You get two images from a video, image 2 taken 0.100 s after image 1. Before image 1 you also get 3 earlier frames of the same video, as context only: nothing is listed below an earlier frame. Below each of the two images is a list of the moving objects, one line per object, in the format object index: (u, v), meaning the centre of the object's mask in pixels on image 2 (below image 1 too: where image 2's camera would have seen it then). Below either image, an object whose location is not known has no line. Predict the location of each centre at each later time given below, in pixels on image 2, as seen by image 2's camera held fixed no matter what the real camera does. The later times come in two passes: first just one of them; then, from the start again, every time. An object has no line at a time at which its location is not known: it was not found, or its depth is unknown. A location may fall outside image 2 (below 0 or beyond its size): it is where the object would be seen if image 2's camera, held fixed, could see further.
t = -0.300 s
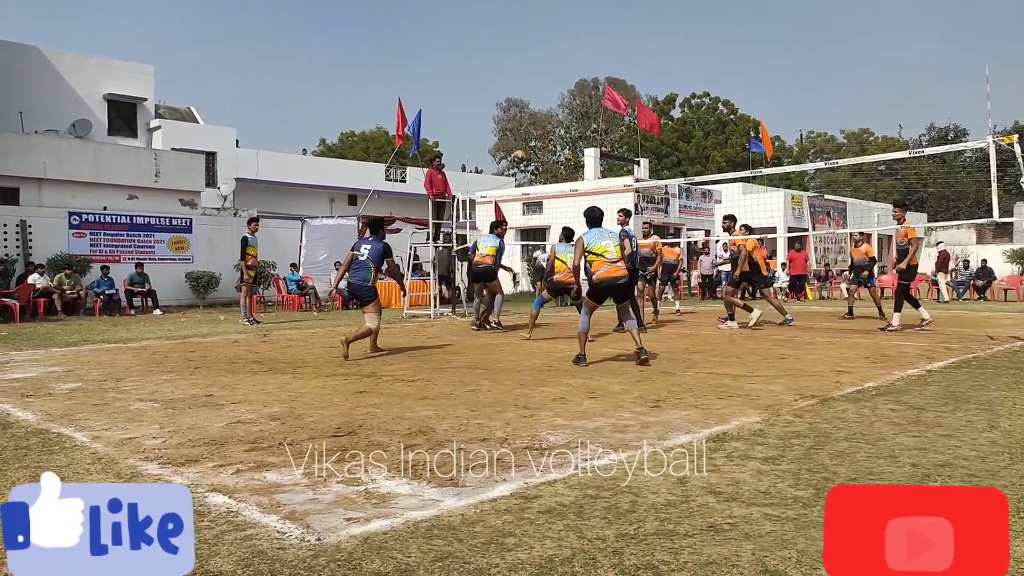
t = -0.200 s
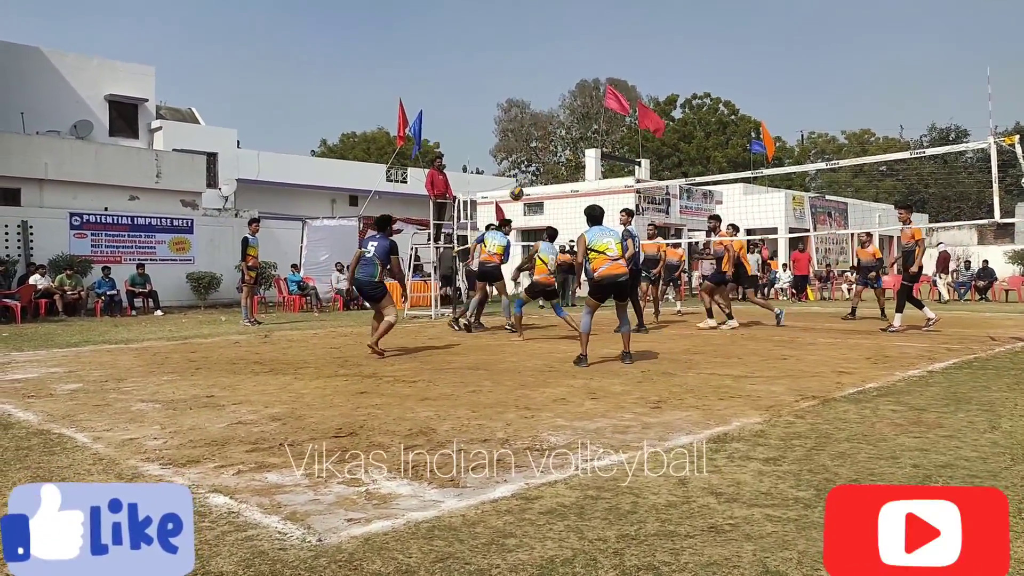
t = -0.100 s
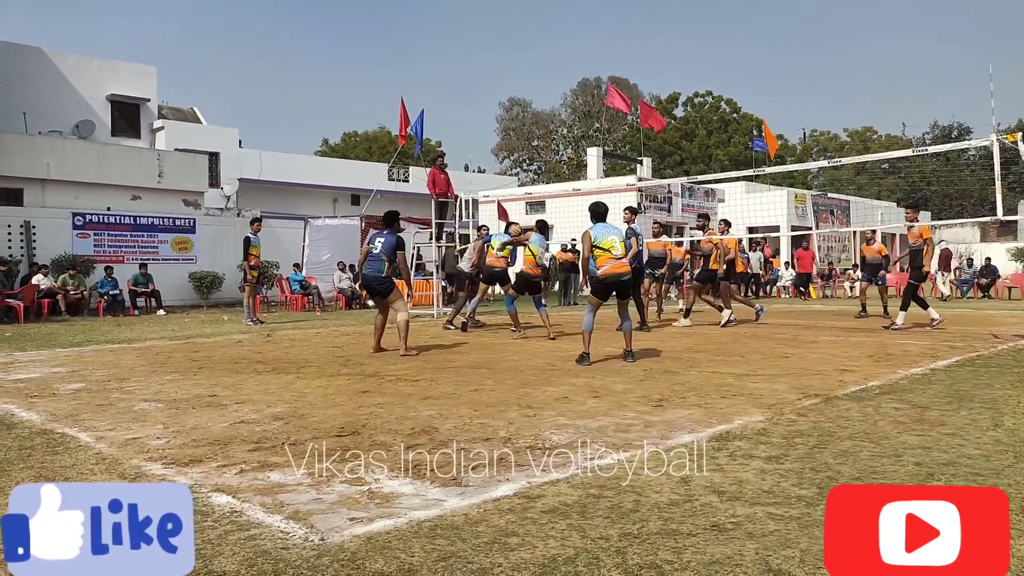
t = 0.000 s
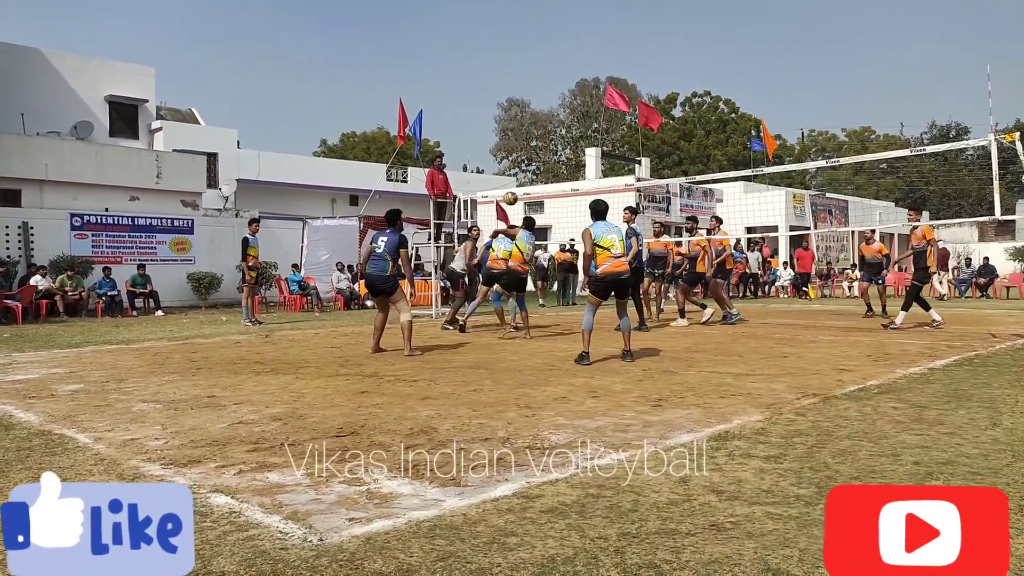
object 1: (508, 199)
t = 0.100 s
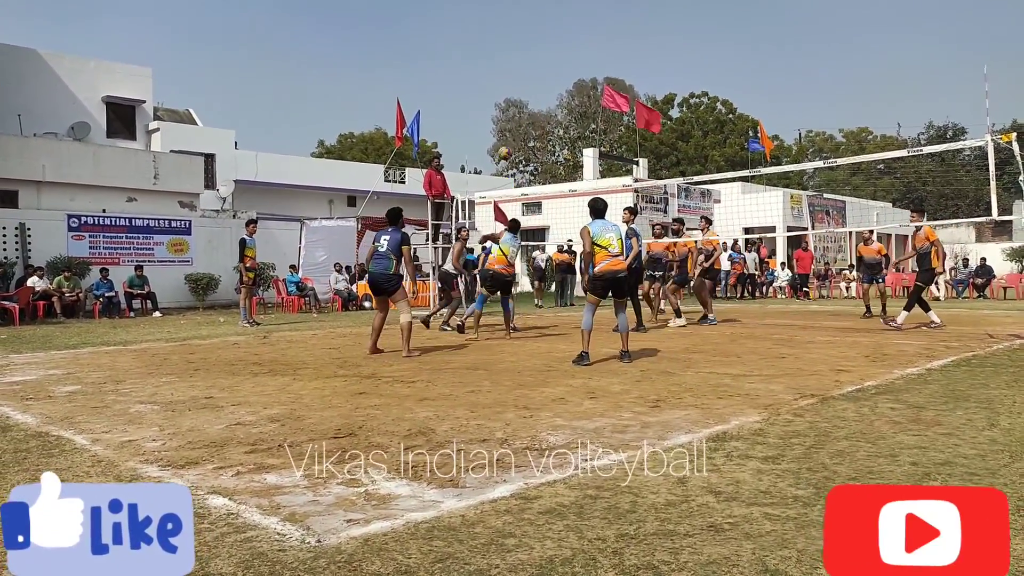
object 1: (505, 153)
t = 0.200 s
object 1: (502, 115)
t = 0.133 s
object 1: (504, 140)
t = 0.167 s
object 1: (503, 127)
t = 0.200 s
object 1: (502, 115)
